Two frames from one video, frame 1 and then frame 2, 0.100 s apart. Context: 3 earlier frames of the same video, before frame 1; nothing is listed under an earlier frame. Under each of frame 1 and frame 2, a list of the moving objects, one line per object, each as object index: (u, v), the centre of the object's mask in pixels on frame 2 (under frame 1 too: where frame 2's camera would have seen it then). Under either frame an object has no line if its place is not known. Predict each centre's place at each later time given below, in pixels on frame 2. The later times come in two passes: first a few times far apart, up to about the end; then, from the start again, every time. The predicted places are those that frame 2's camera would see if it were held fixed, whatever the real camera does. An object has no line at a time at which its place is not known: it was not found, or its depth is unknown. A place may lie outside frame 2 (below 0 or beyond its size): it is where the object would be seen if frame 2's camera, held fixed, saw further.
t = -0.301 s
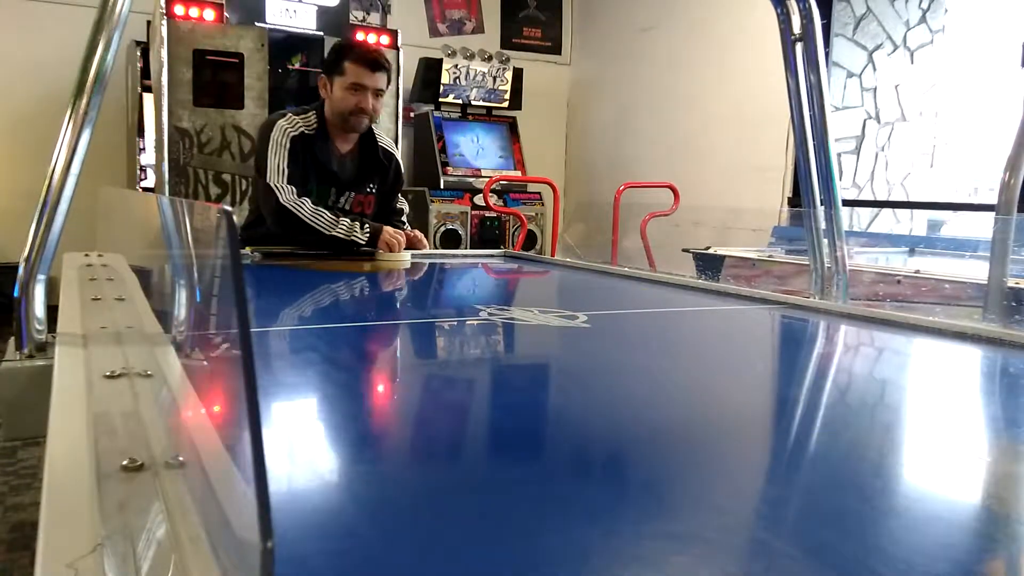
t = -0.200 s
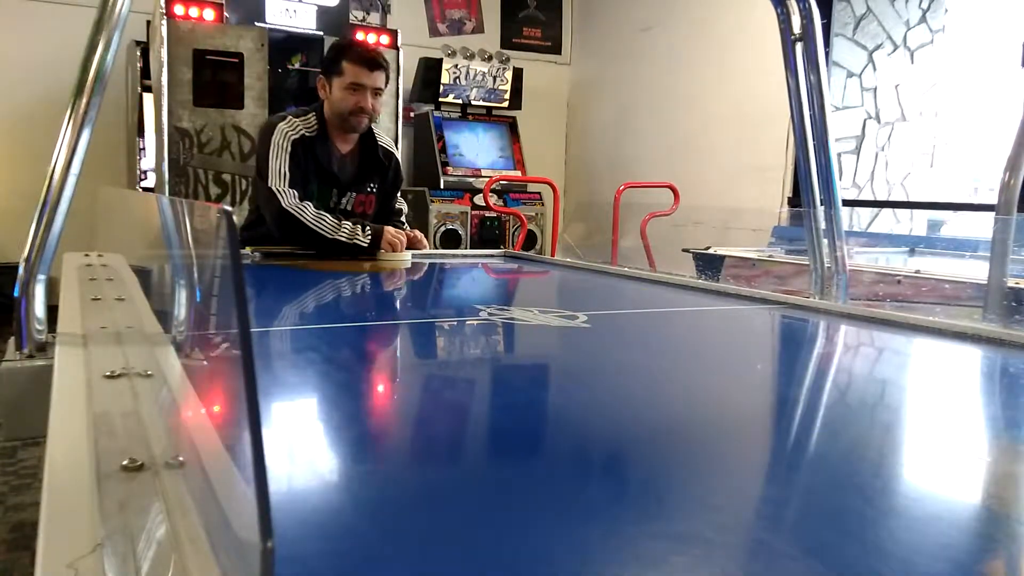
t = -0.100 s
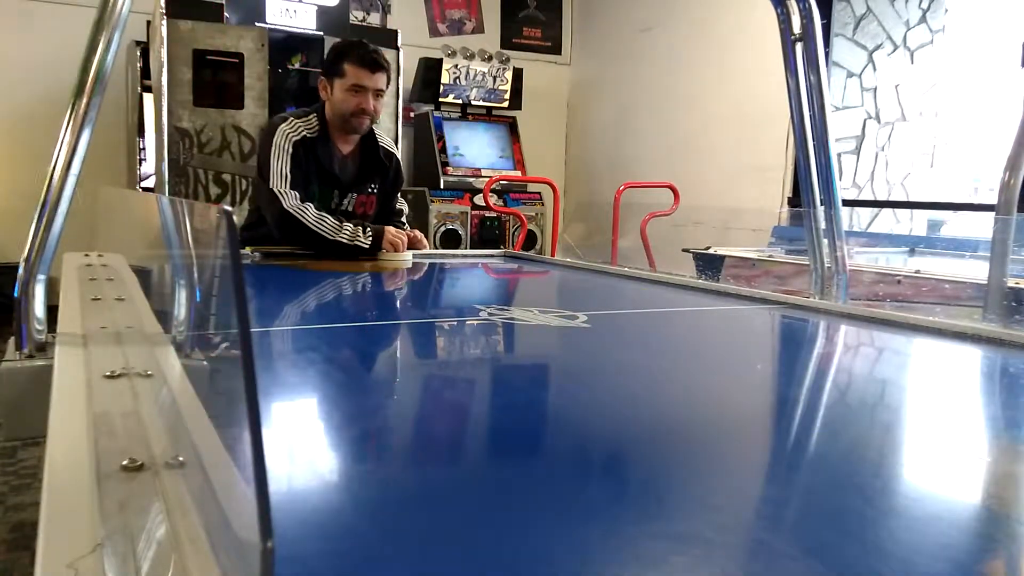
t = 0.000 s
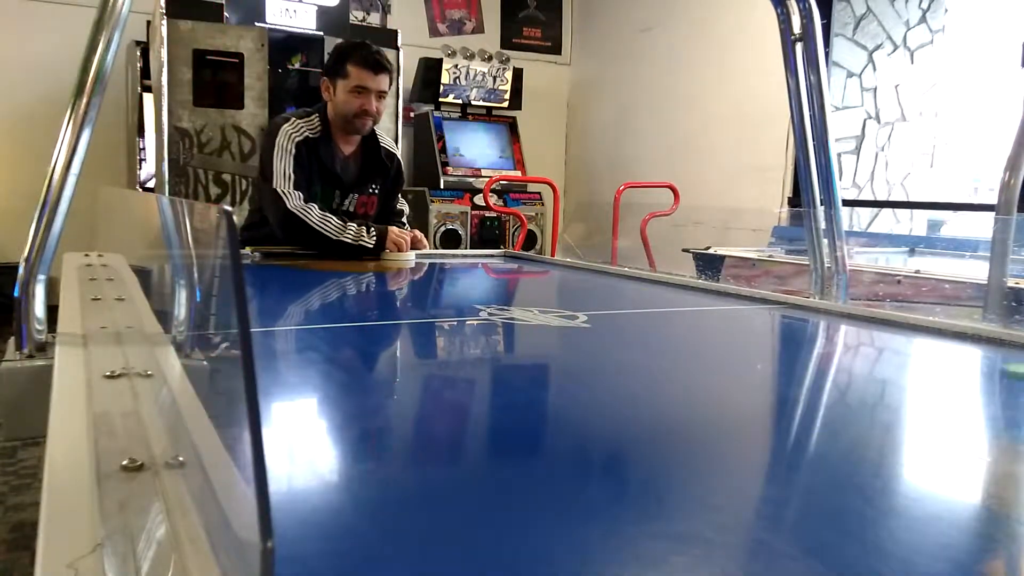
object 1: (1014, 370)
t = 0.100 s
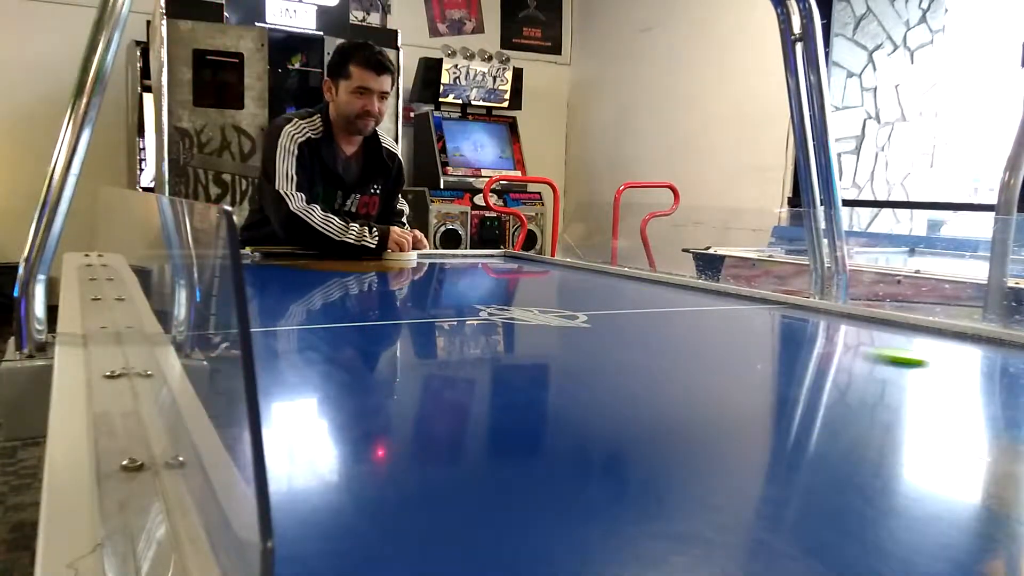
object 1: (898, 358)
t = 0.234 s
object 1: (758, 337)
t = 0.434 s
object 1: (598, 316)
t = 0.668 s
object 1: (480, 300)
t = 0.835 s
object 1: (423, 292)
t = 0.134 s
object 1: (862, 351)
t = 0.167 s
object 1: (822, 346)
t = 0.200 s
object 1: (785, 341)
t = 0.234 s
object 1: (758, 337)
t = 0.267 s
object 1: (723, 332)
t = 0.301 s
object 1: (695, 328)
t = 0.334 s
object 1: (668, 324)
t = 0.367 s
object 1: (644, 321)
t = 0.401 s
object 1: (620, 318)
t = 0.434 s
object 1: (598, 316)
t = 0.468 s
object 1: (578, 313)
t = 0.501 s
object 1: (558, 310)
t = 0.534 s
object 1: (540, 307)
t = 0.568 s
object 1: (522, 305)
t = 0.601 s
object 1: (506, 303)
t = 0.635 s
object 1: (492, 301)
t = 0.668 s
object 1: (480, 300)
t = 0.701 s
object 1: (465, 298)
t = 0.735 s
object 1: (453, 296)
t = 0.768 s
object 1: (443, 295)
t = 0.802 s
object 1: (433, 294)
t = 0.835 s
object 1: (423, 292)
